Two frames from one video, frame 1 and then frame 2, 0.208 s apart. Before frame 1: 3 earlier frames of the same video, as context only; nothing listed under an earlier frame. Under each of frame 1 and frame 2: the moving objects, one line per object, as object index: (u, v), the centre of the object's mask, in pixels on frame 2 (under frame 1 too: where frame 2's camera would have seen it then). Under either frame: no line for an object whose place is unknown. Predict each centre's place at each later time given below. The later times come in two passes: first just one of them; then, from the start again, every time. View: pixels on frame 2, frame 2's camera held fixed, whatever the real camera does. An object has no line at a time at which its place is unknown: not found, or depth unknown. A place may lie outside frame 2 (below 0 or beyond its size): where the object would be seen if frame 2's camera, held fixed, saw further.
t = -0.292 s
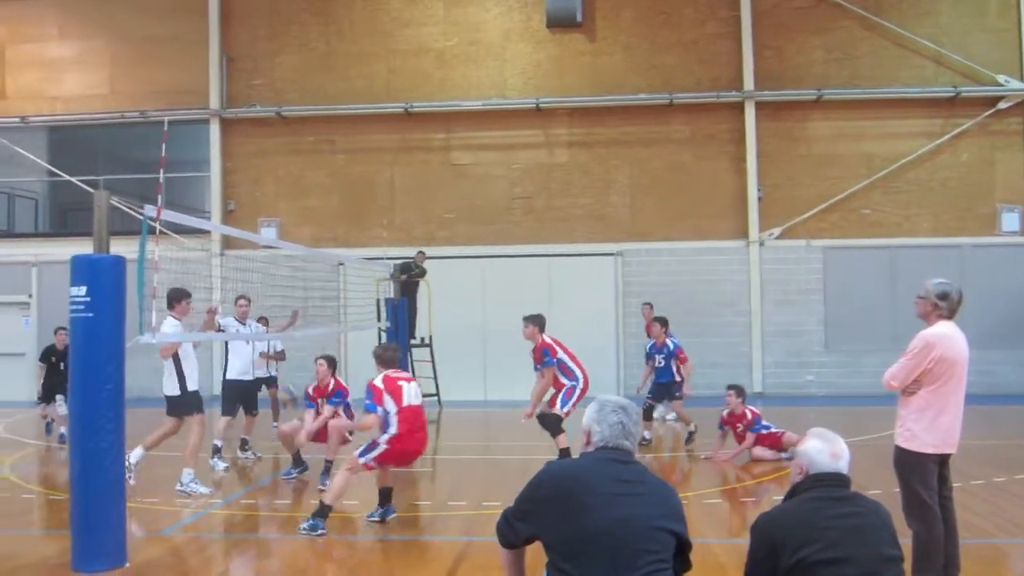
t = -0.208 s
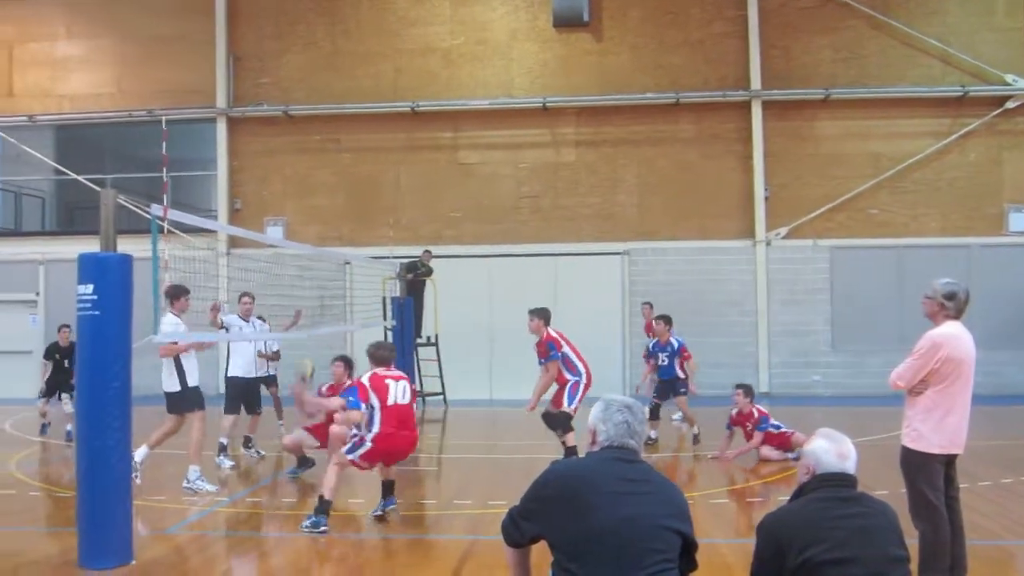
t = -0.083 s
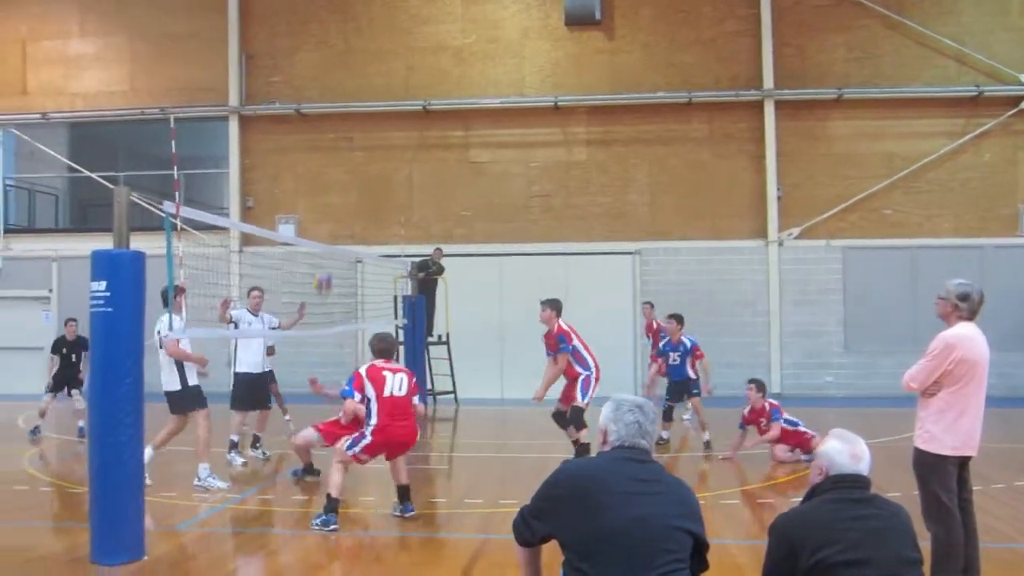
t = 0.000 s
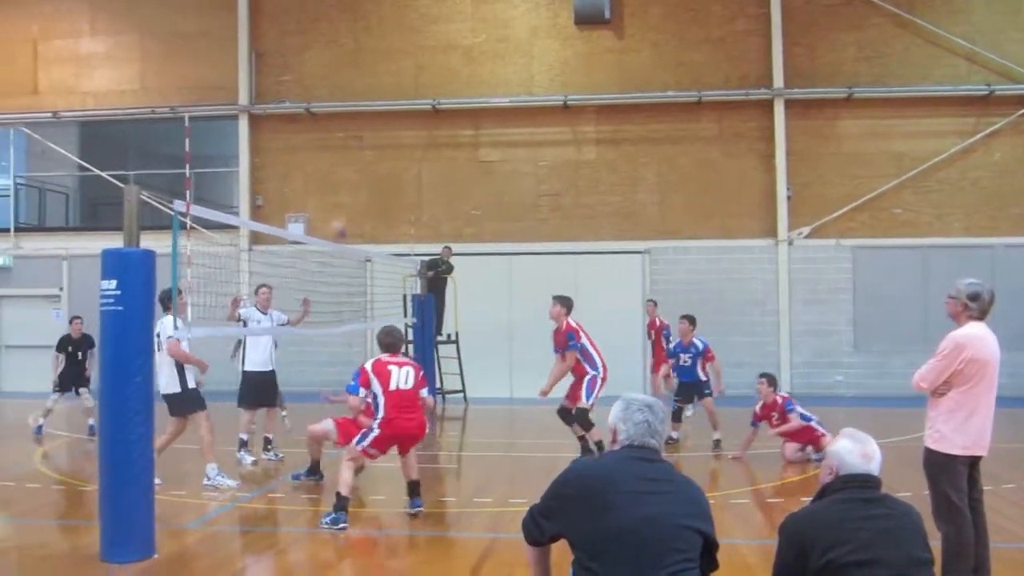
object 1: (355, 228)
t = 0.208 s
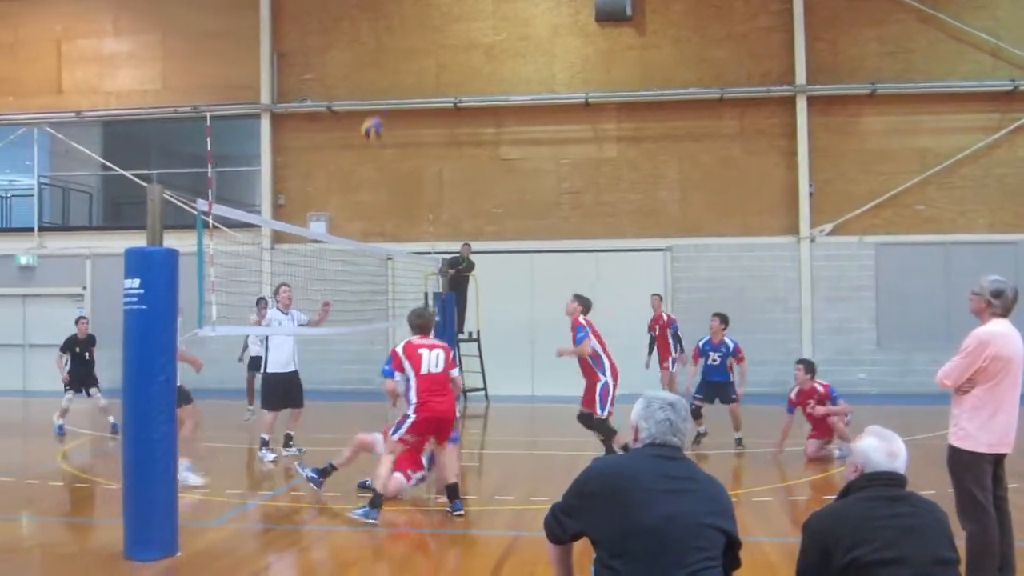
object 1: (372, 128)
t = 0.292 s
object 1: (379, 100)
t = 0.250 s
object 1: (374, 113)
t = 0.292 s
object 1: (379, 100)
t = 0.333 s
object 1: (383, 88)
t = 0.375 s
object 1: (387, 77)
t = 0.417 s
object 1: (389, 70)
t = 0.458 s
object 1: (394, 64)
